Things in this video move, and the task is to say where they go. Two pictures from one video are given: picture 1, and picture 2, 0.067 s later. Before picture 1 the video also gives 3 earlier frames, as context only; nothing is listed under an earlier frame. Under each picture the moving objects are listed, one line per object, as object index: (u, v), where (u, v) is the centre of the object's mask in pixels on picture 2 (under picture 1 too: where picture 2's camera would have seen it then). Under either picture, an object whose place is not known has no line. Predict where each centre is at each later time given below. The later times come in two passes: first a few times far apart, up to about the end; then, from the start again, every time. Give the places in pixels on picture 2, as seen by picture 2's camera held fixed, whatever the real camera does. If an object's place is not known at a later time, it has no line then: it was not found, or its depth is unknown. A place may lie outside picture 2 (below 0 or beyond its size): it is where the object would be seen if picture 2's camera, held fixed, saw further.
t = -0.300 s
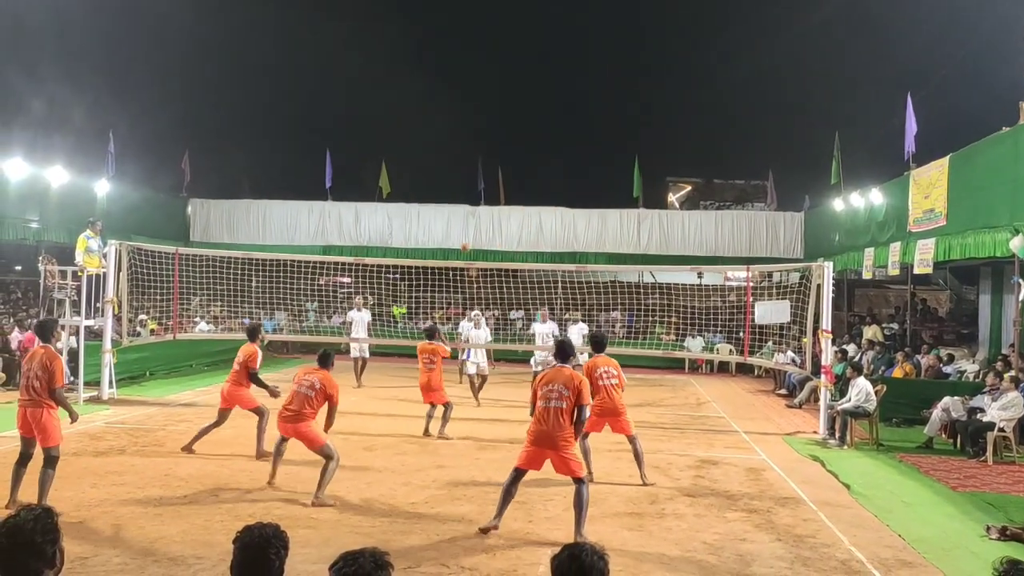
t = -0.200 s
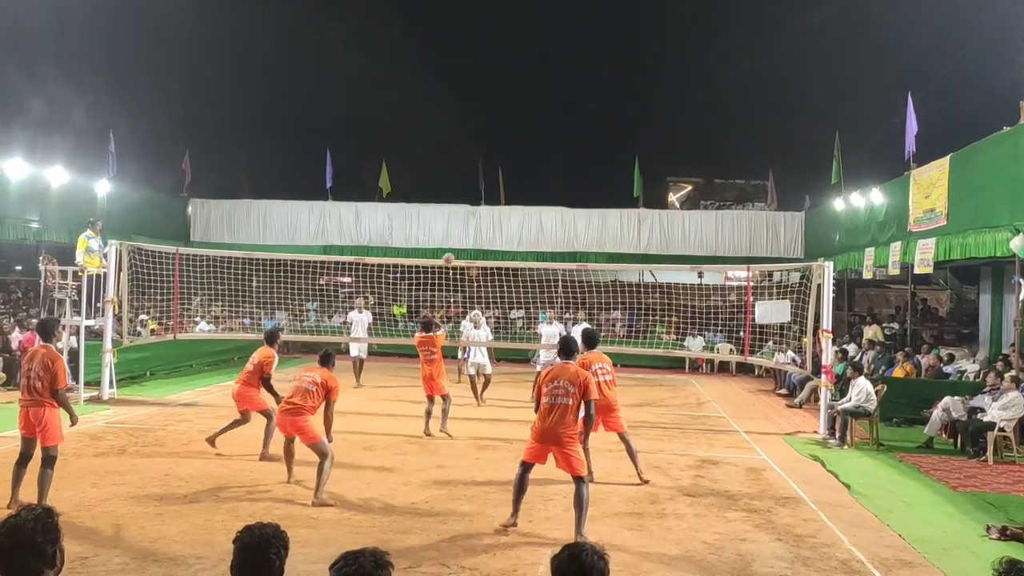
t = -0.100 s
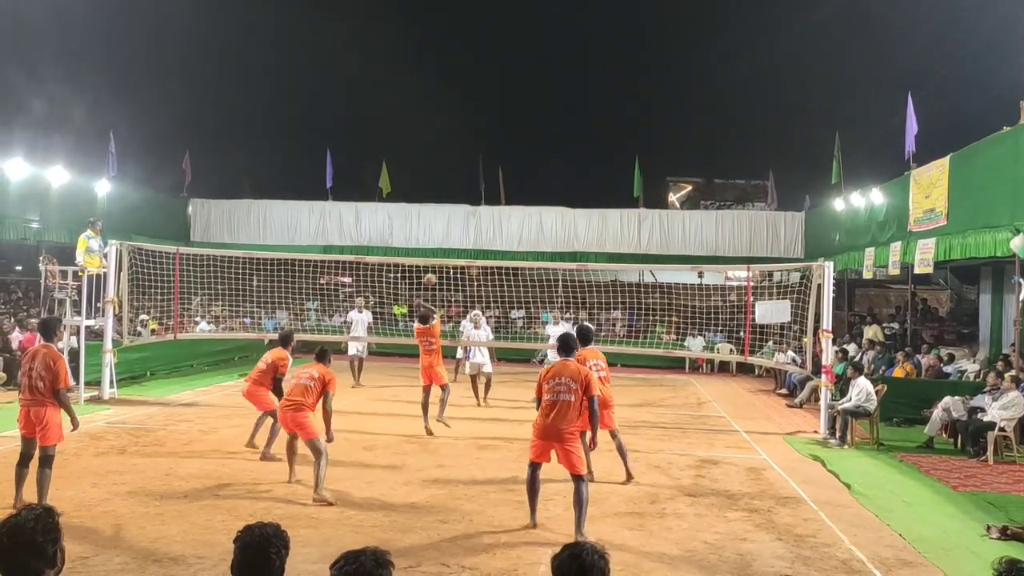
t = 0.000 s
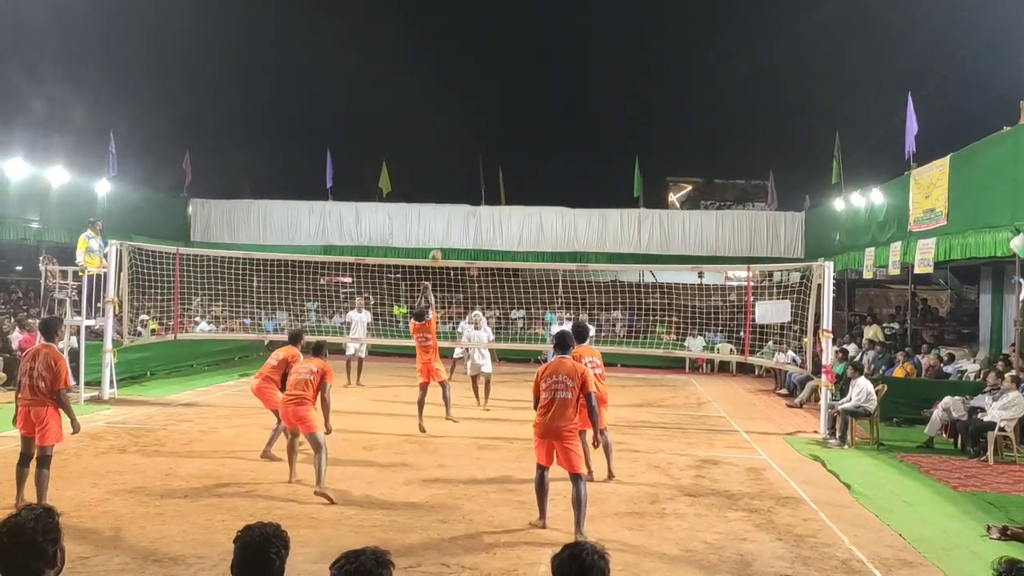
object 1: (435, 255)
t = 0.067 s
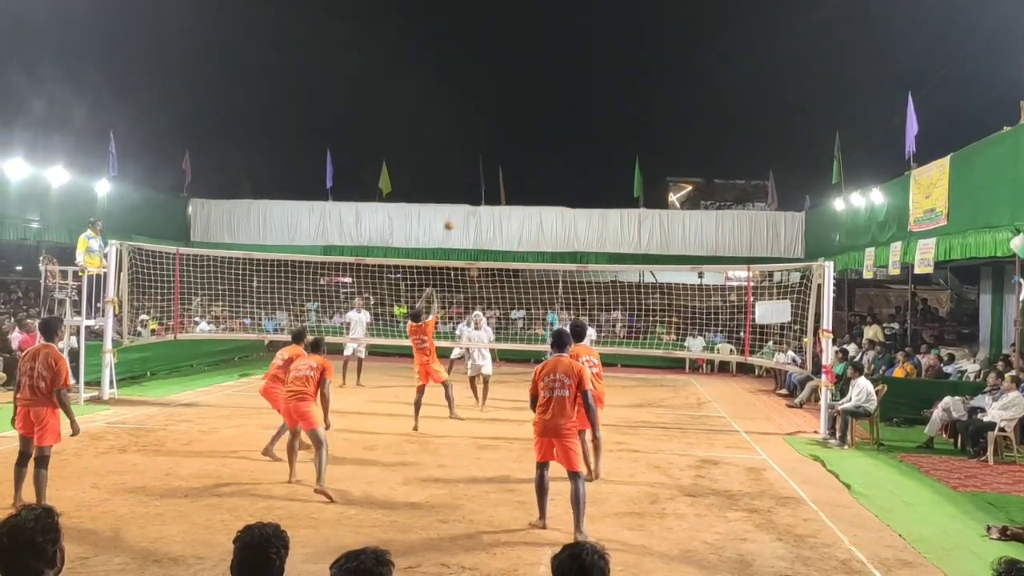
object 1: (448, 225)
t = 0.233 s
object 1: (478, 163)
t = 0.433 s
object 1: (511, 119)
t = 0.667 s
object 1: (545, 102)
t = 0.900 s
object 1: (575, 117)
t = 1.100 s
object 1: (598, 153)
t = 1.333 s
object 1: (622, 218)
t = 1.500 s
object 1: (639, 275)
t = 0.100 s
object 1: (454, 211)
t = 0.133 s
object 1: (461, 197)
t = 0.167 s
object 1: (467, 185)
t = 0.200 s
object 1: (473, 174)
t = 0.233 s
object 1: (478, 163)
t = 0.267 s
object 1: (484, 154)
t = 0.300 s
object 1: (490, 145)
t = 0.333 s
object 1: (495, 138)
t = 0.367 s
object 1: (501, 131)
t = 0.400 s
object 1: (506, 125)
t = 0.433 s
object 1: (511, 119)
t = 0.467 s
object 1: (516, 114)
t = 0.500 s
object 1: (521, 111)
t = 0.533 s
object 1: (526, 107)
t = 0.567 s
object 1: (531, 105)
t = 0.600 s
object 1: (536, 103)
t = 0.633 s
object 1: (541, 102)
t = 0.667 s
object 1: (545, 102)
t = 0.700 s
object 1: (550, 102)
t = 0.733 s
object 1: (554, 103)
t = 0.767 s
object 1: (559, 105)
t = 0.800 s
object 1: (563, 107)
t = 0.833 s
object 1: (567, 110)
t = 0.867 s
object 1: (571, 113)
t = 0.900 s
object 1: (575, 117)
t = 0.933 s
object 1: (579, 122)
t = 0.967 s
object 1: (583, 127)
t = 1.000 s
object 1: (587, 132)
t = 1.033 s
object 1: (591, 139)
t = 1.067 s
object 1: (595, 145)
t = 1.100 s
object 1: (598, 153)
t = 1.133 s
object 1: (602, 160)
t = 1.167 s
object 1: (606, 169)
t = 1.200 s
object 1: (609, 177)
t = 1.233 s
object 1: (613, 186)
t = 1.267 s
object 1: (616, 196)
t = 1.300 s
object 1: (619, 206)
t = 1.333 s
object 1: (622, 218)
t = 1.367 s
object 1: (625, 229)
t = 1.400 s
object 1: (629, 240)
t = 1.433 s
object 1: (633, 252)
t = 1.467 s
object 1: (636, 261)
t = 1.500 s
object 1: (639, 275)
